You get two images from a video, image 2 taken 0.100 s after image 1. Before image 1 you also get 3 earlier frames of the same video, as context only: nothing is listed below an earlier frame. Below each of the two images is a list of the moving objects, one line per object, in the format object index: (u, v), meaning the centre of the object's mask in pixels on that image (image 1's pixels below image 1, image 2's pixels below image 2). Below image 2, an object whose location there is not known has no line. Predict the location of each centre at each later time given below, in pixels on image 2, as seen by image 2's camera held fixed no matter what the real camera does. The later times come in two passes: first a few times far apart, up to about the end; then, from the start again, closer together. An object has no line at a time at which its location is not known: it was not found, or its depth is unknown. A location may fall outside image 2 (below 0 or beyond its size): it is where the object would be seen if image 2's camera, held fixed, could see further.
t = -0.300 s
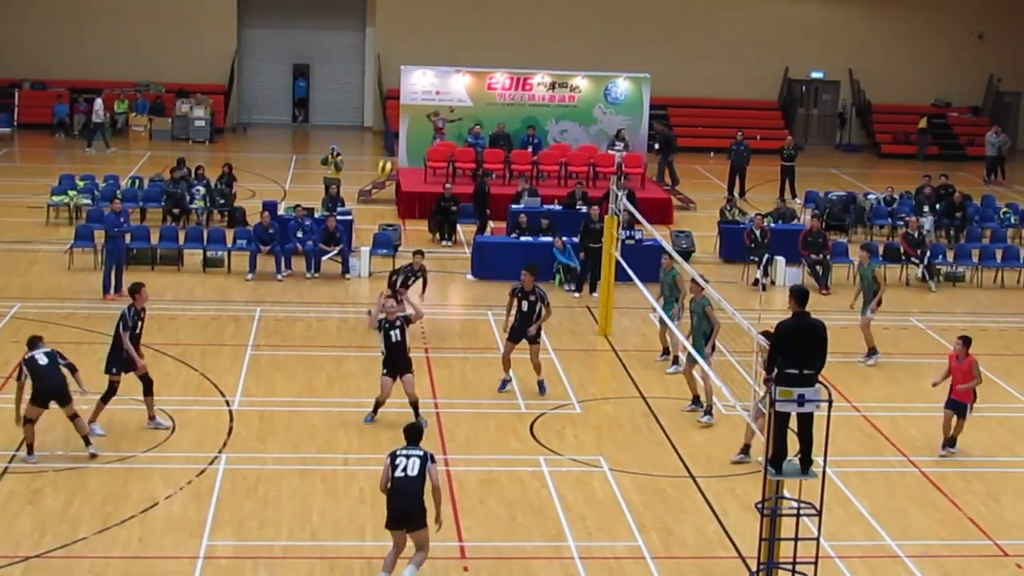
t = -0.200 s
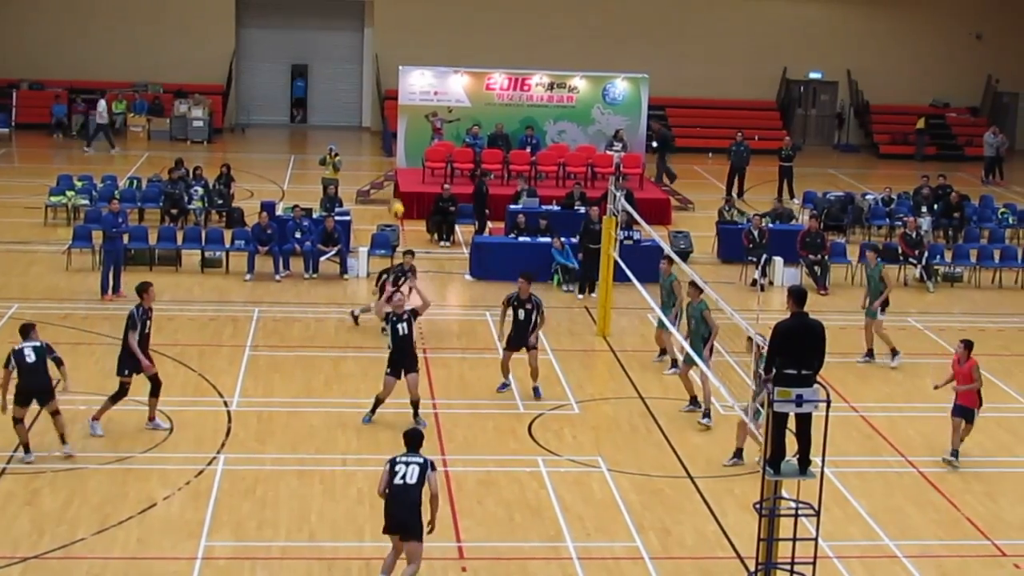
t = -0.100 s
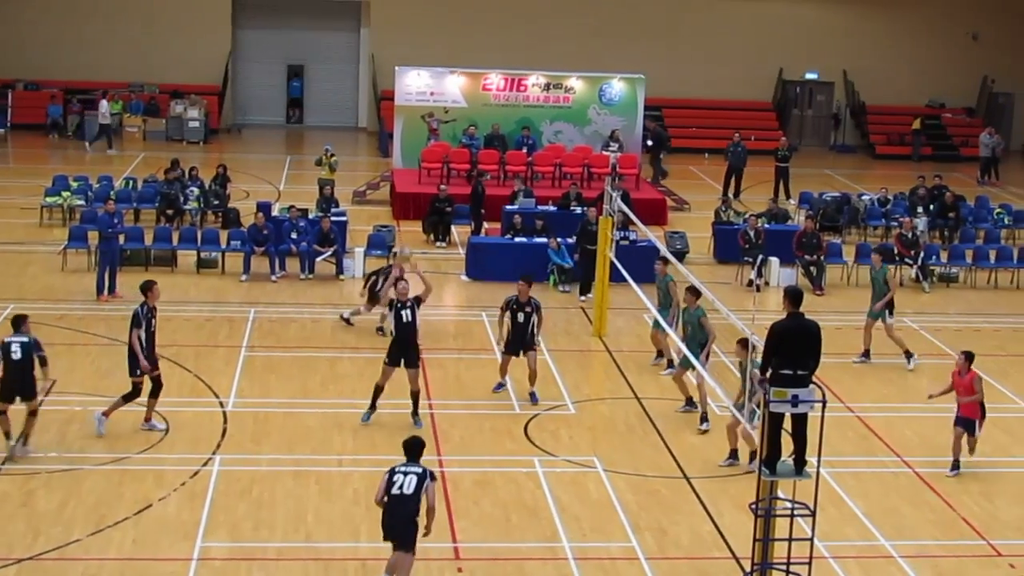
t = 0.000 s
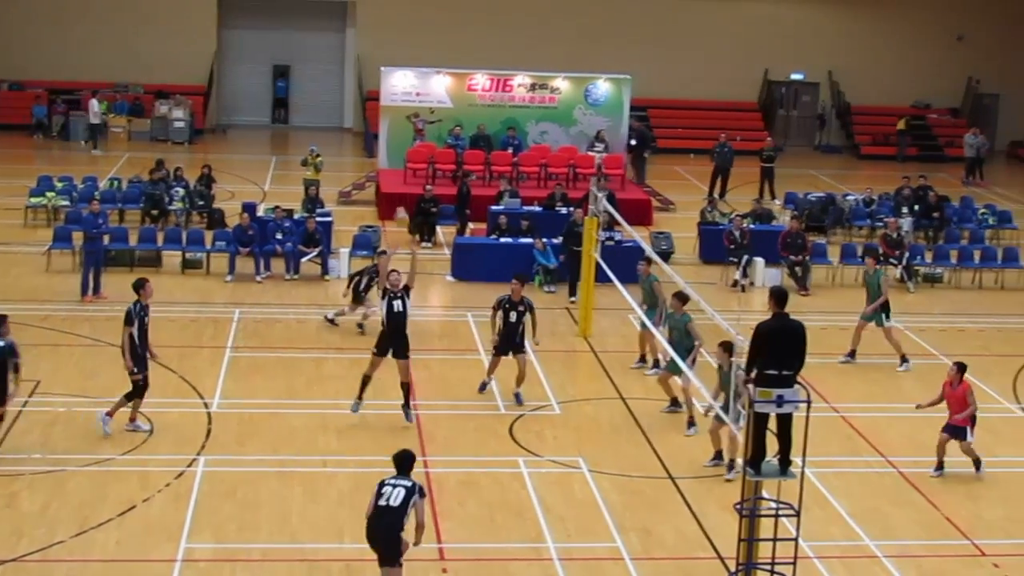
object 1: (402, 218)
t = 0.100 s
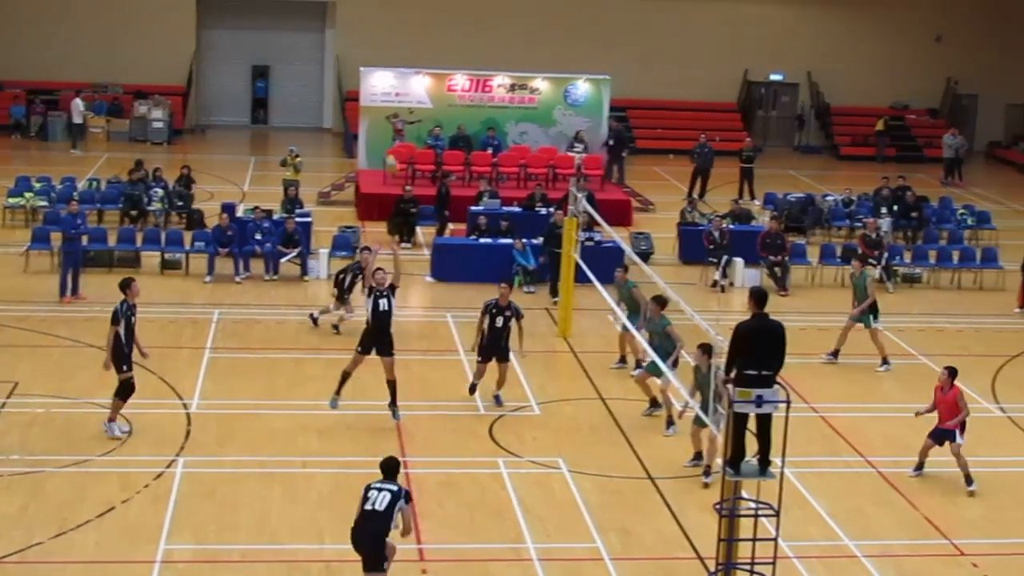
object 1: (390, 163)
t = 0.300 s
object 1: (412, 82)
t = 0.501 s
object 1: (432, 31)
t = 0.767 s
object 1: (458, 13)
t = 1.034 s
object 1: (482, 56)
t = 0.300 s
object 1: (412, 82)
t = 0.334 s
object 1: (415, 71)
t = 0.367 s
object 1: (418, 61)
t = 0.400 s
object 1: (421, 52)
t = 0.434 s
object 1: (425, 44)
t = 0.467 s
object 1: (429, 37)
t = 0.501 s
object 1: (432, 31)
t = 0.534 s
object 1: (435, 26)
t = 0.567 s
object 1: (439, 21)
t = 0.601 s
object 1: (442, 18)
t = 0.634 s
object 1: (445, 15)
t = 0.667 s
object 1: (449, 13)
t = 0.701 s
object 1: (452, 12)
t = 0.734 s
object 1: (455, 12)
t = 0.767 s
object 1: (458, 13)
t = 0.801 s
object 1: (461, 15)
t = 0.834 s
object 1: (464, 18)
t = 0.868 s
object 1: (468, 22)
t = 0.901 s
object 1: (471, 26)
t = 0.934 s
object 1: (474, 32)
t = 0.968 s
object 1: (477, 39)
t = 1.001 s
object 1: (479, 47)
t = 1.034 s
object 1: (482, 56)
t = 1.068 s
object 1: (485, 67)
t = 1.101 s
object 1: (488, 76)
